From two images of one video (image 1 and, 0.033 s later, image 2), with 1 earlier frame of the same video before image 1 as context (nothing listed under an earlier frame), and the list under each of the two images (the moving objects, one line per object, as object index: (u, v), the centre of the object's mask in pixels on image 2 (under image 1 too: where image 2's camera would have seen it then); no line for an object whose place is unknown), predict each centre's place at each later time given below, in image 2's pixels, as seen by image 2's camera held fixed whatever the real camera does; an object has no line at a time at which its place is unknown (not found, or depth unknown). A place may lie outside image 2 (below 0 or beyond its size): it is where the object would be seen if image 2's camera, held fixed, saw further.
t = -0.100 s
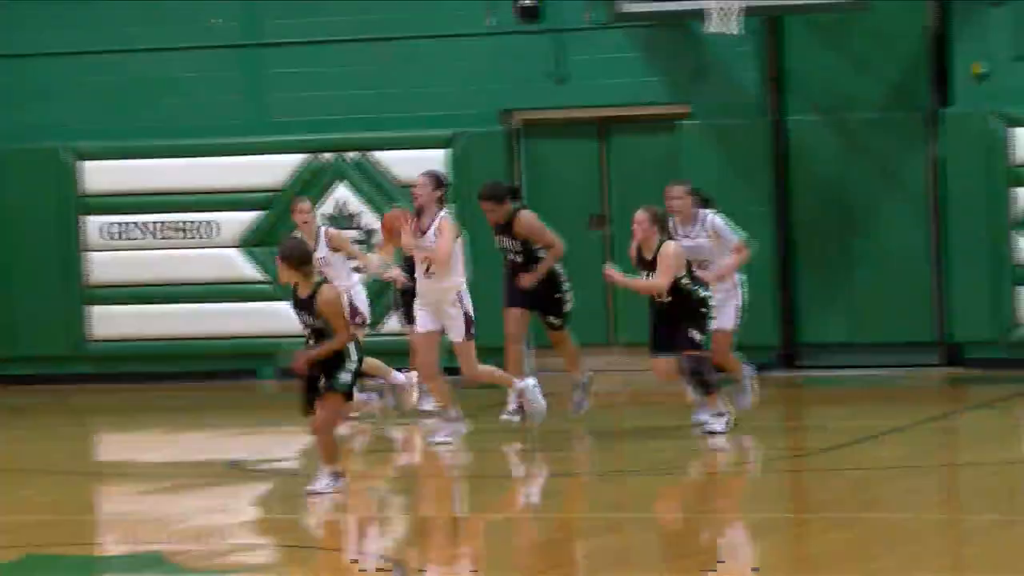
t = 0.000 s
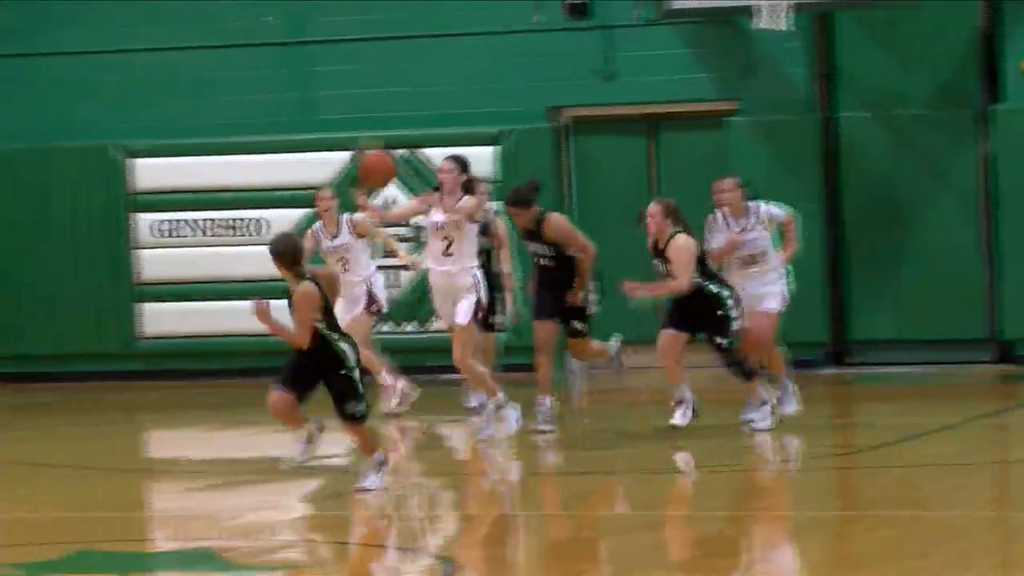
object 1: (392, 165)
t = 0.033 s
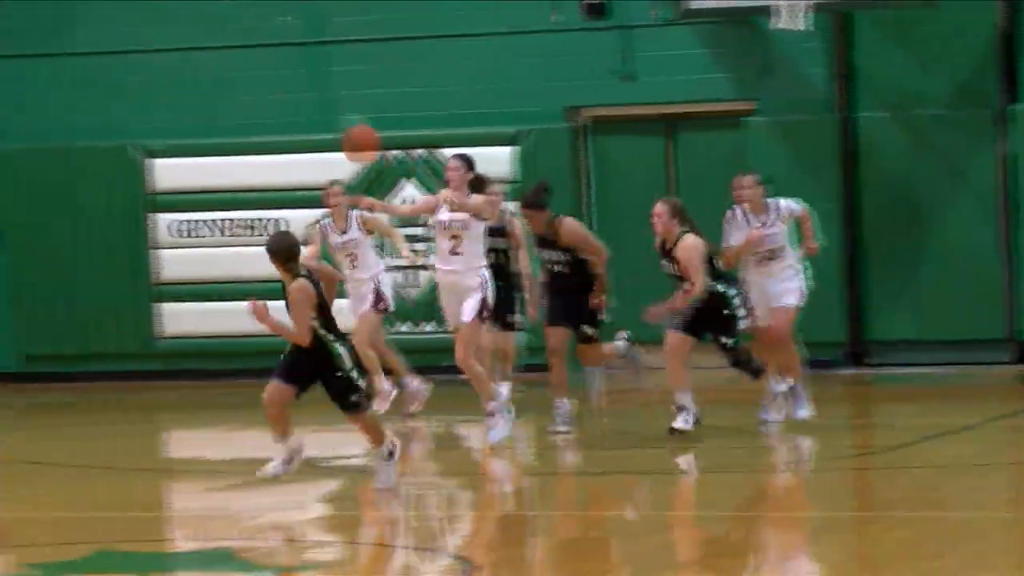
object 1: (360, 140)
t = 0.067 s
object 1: (325, 115)
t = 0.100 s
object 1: (291, 91)
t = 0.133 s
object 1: (255, 69)
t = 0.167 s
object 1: (216, 48)
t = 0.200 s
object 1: (176, 29)
